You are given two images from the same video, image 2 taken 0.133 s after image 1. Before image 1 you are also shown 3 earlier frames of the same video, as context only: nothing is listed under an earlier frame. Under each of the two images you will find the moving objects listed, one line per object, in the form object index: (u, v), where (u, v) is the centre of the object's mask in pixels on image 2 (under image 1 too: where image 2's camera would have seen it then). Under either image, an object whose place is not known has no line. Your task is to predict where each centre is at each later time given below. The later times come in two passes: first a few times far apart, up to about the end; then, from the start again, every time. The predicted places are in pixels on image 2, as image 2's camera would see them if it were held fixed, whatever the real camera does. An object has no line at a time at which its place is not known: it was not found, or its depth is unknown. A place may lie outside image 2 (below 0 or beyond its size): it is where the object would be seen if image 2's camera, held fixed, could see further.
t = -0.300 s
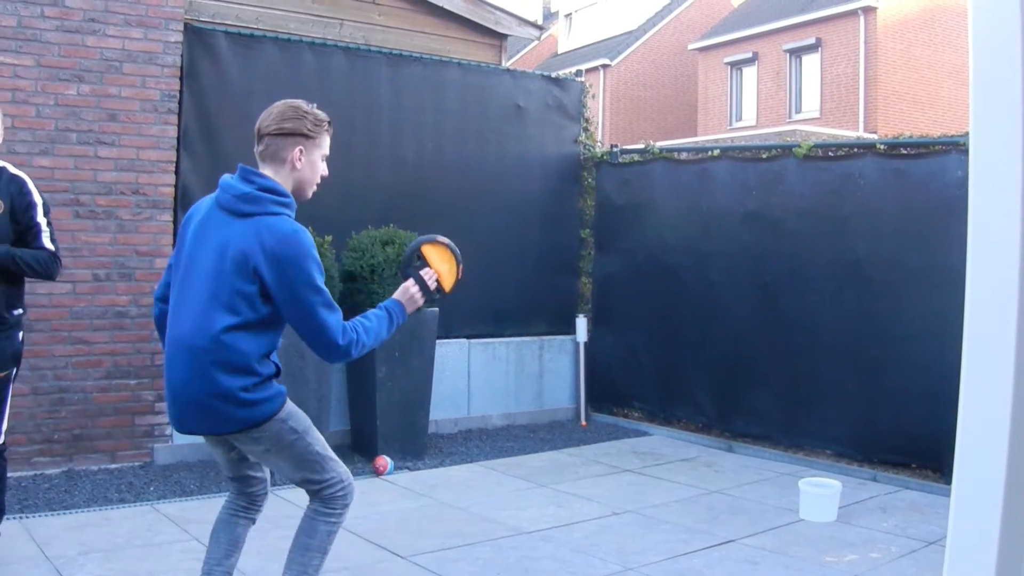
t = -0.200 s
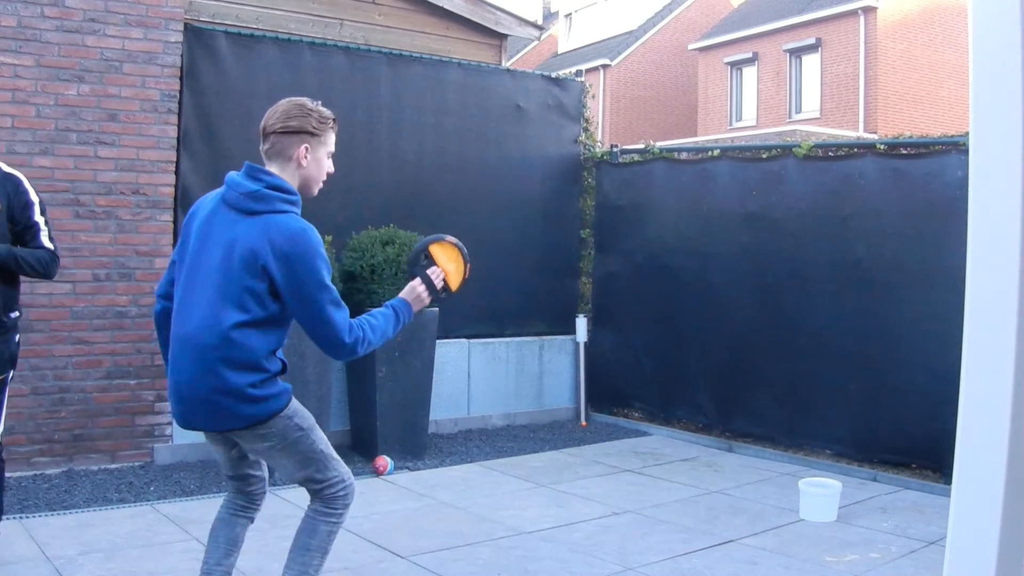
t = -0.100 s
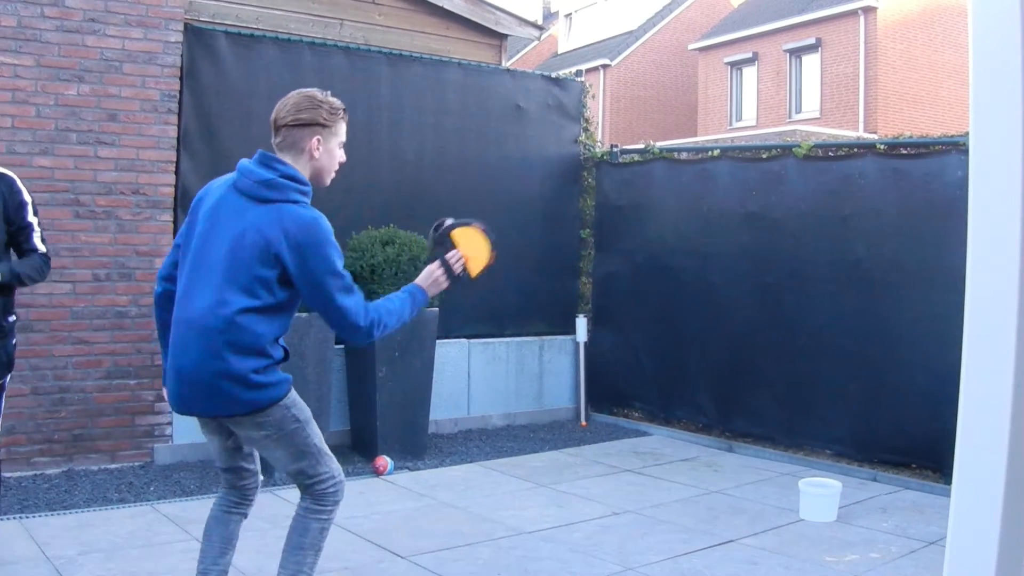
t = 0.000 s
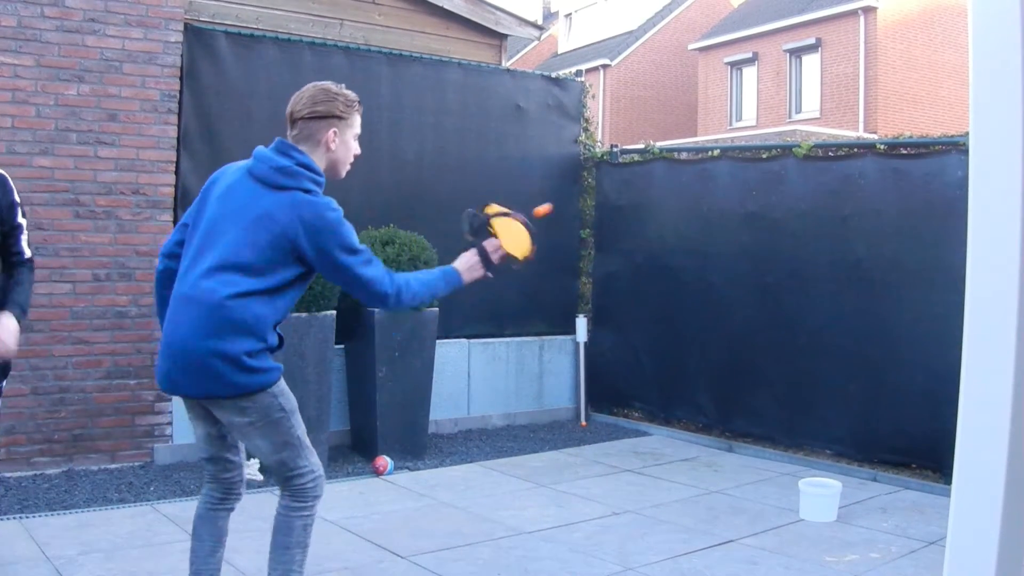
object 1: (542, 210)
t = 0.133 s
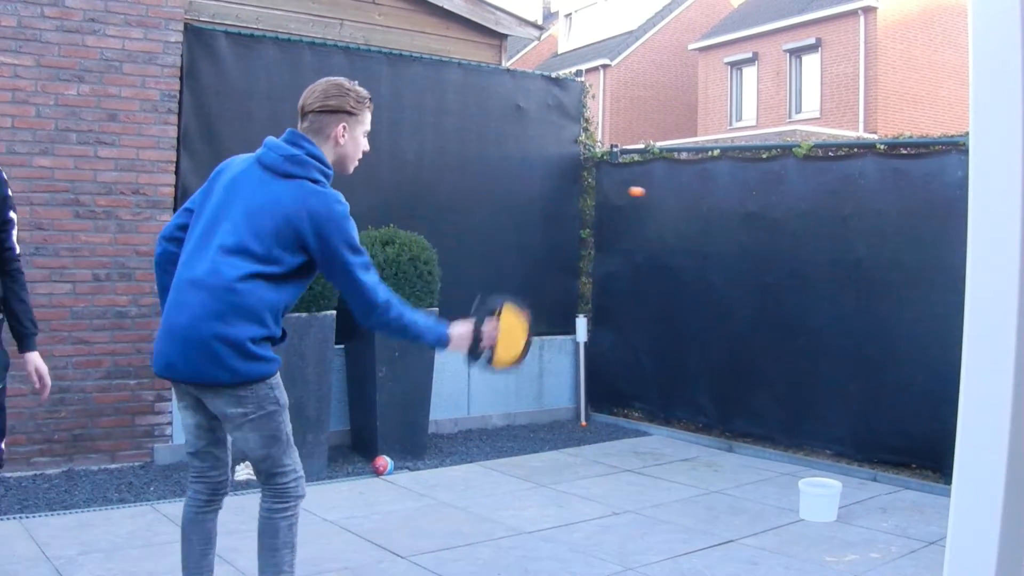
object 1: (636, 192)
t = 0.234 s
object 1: (693, 212)
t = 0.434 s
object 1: (779, 316)
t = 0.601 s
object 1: (827, 448)
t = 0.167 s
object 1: (656, 196)
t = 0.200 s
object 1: (675, 202)
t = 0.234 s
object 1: (693, 212)
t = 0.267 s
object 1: (709, 224)
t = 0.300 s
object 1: (726, 238)
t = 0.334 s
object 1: (740, 255)
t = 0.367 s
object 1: (754, 274)
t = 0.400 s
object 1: (767, 294)
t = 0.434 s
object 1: (779, 316)
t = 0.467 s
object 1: (791, 340)
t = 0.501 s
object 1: (801, 366)
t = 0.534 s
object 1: (810, 392)
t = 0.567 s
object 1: (819, 419)
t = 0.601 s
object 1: (827, 448)
